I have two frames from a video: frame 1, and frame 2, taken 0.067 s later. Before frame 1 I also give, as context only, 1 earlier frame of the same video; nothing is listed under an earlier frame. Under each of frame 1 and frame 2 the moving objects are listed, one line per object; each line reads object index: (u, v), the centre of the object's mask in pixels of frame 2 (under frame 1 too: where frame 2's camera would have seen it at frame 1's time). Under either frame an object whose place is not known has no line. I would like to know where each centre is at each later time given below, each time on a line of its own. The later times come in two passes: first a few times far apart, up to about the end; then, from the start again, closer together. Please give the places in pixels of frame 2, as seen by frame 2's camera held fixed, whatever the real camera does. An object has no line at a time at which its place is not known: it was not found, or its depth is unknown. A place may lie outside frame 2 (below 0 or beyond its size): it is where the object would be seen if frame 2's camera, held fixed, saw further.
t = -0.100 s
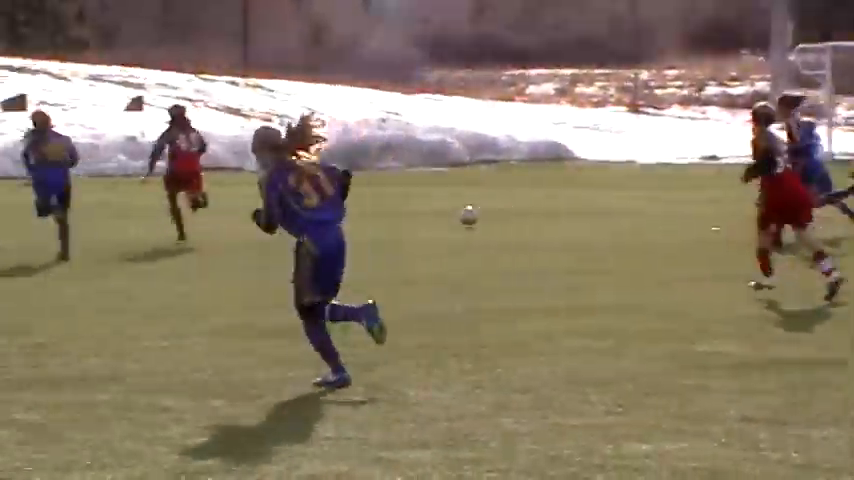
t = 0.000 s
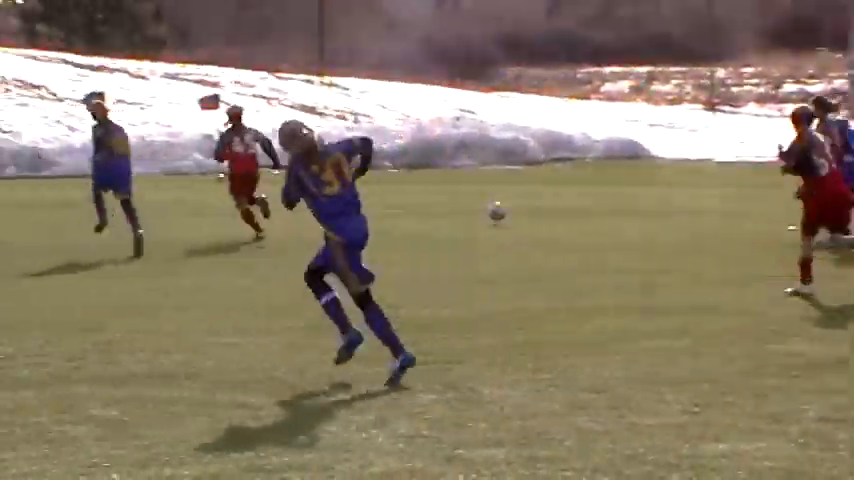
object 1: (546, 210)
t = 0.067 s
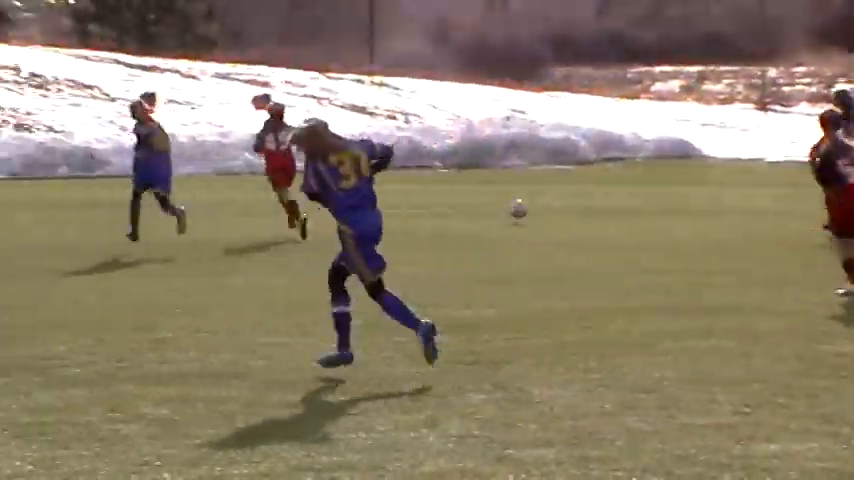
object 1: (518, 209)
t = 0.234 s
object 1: (454, 208)
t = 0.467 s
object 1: (377, 208)
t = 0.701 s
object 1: (309, 210)
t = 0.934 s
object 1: (244, 206)
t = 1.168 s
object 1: (183, 205)
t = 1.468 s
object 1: (106, 204)
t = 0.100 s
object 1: (504, 209)
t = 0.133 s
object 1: (490, 211)
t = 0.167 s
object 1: (477, 213)
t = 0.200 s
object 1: (466, 211)
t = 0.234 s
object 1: (454, 208)
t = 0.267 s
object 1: (442, 208)
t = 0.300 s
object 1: (430, 208)
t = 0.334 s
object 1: (419, 209)
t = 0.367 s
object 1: (408, 211)
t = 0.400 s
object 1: (397, 211)
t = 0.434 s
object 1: (387, 209)
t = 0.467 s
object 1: (377, 208)
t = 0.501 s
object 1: (368, 209)
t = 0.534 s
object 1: (358, 210)
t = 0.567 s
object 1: (348, 210)
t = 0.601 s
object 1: (338, 208)
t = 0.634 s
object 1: (328, 208)
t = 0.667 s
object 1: (317, 208)
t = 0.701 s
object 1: (309, 210)
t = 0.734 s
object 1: (299, 209)
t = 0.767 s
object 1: (290, 208)
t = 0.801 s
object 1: (281, 208)
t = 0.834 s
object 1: (271, 208)
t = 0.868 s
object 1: (262, 208)
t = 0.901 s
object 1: (253, 207)
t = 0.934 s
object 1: (244, 206)
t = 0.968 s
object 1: (235, 206)
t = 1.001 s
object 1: (226, 207)
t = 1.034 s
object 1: (217, 205)
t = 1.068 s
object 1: (208, 205)
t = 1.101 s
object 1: (200, 205)
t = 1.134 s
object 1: (191, 206)
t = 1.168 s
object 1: (183, 205)
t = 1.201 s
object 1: (173, 206)
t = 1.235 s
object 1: (165, 205)
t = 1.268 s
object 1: (157, 205)
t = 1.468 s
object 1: (106, 204)
